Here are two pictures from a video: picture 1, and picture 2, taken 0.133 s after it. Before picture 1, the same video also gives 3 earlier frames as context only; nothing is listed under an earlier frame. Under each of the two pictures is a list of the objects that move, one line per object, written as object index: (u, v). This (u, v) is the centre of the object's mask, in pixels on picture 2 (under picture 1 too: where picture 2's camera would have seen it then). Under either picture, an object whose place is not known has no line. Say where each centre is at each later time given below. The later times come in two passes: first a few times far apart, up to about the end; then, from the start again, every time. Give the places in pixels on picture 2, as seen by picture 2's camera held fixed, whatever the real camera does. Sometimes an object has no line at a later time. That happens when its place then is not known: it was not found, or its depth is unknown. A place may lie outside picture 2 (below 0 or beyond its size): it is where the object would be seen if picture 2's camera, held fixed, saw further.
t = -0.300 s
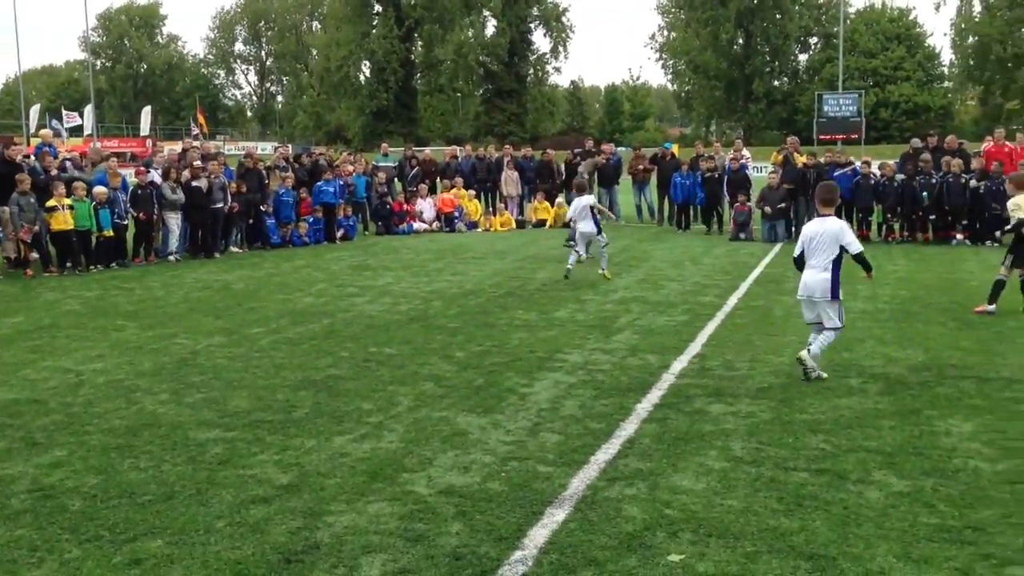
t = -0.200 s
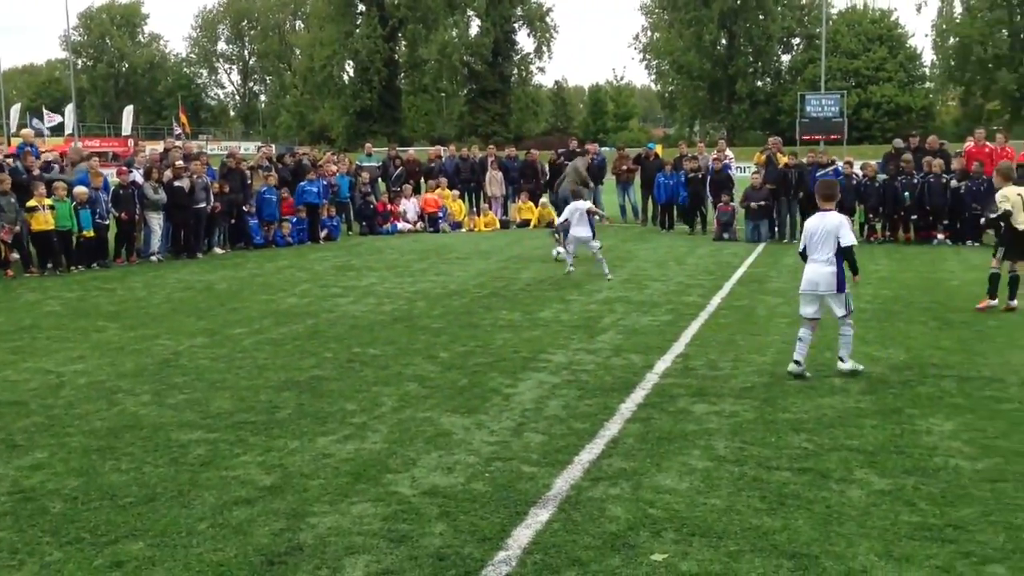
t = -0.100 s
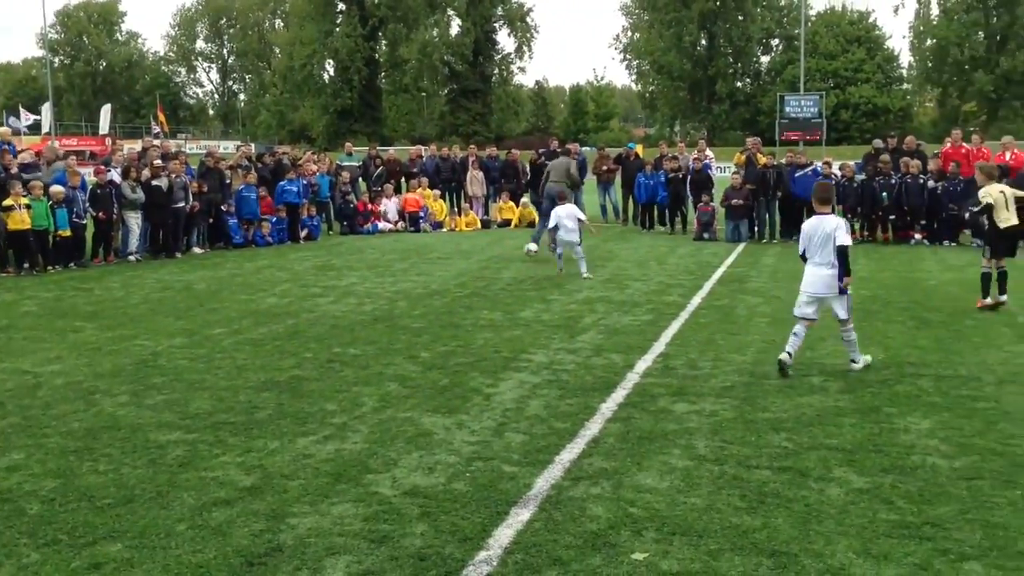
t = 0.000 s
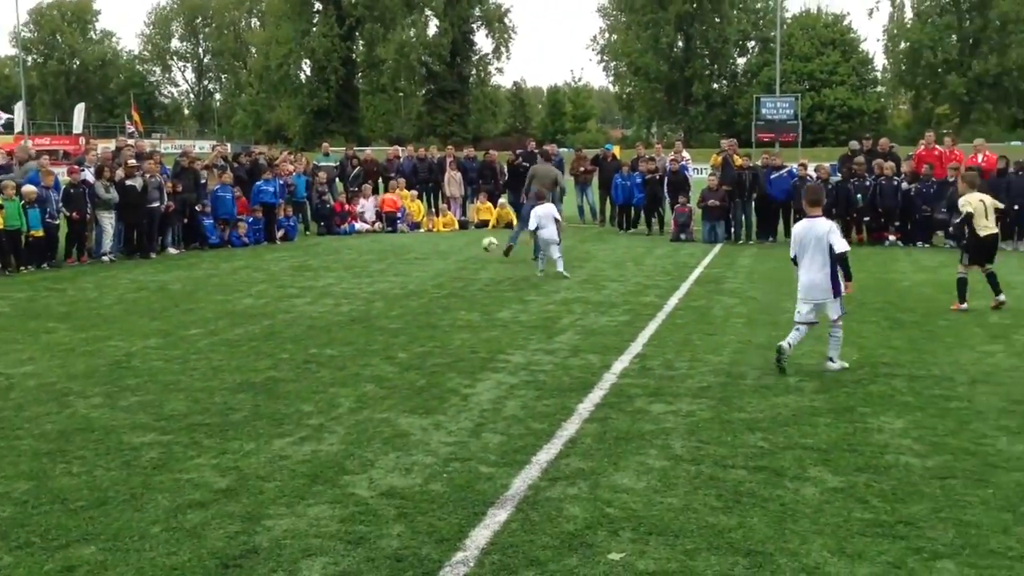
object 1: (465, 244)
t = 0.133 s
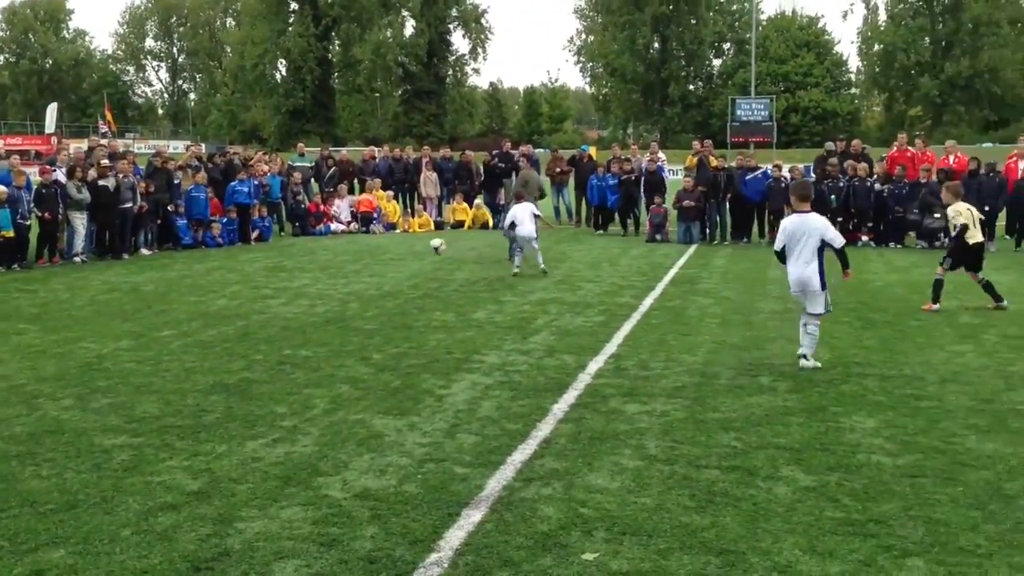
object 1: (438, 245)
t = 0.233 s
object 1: (413, 255)
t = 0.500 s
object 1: (342, 286)
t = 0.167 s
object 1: (430, 247)
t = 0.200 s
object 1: (422, 251)
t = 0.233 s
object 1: (413, 255)
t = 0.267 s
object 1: (405, 261)
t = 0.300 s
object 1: (396, 267)
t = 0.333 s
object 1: (386, 275)
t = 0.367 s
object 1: (376, 284)
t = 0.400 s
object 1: (366, 294)
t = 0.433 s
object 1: (358, 293)
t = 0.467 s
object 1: (351, 289)
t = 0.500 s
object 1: (342, 286)
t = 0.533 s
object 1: (335, 284)
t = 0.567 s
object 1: (328, 283)
